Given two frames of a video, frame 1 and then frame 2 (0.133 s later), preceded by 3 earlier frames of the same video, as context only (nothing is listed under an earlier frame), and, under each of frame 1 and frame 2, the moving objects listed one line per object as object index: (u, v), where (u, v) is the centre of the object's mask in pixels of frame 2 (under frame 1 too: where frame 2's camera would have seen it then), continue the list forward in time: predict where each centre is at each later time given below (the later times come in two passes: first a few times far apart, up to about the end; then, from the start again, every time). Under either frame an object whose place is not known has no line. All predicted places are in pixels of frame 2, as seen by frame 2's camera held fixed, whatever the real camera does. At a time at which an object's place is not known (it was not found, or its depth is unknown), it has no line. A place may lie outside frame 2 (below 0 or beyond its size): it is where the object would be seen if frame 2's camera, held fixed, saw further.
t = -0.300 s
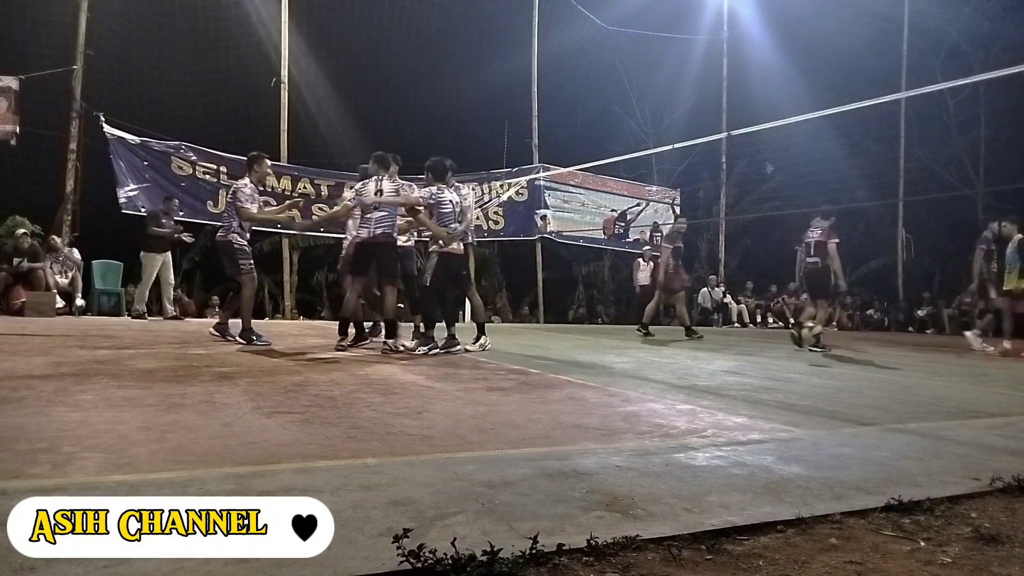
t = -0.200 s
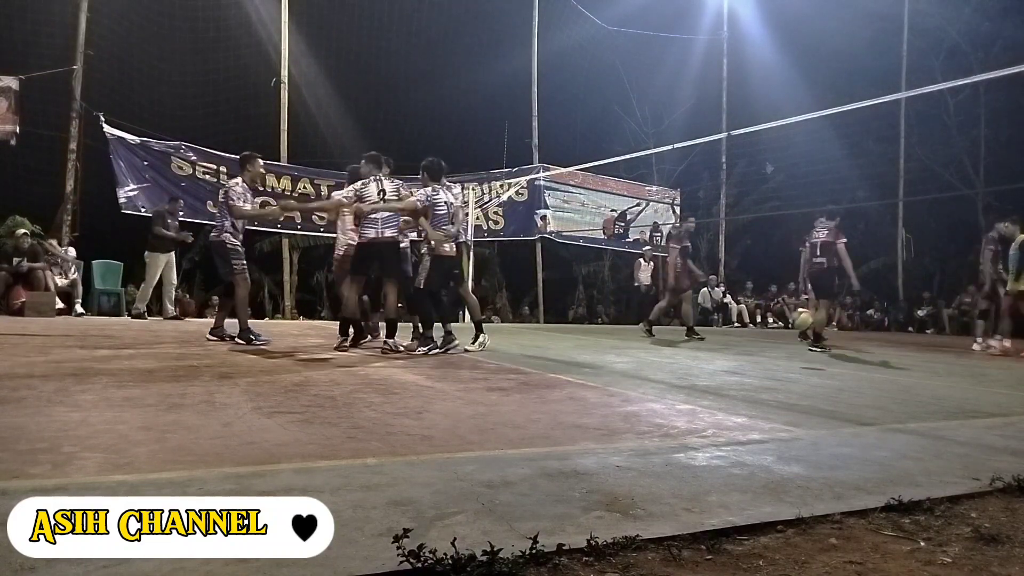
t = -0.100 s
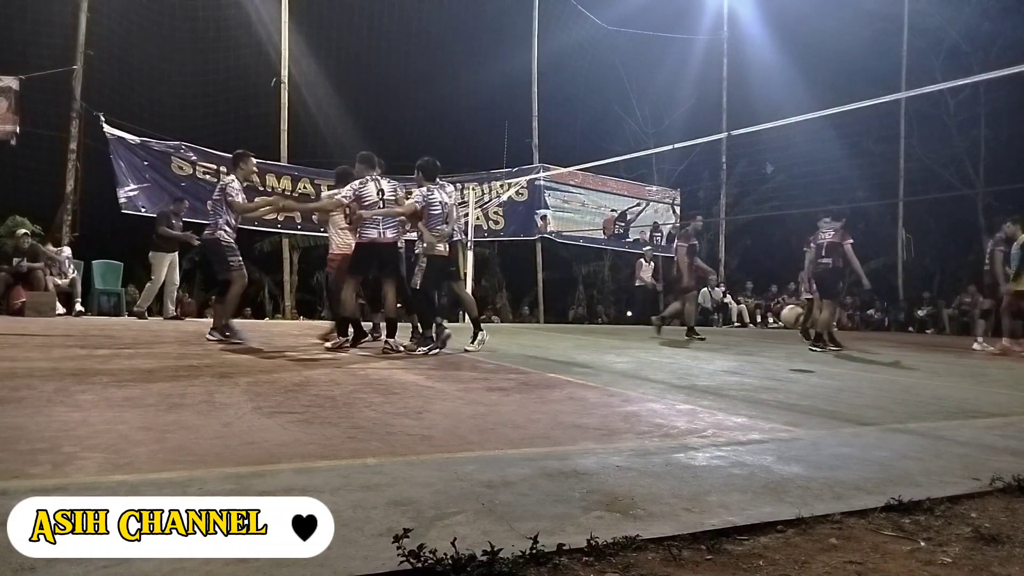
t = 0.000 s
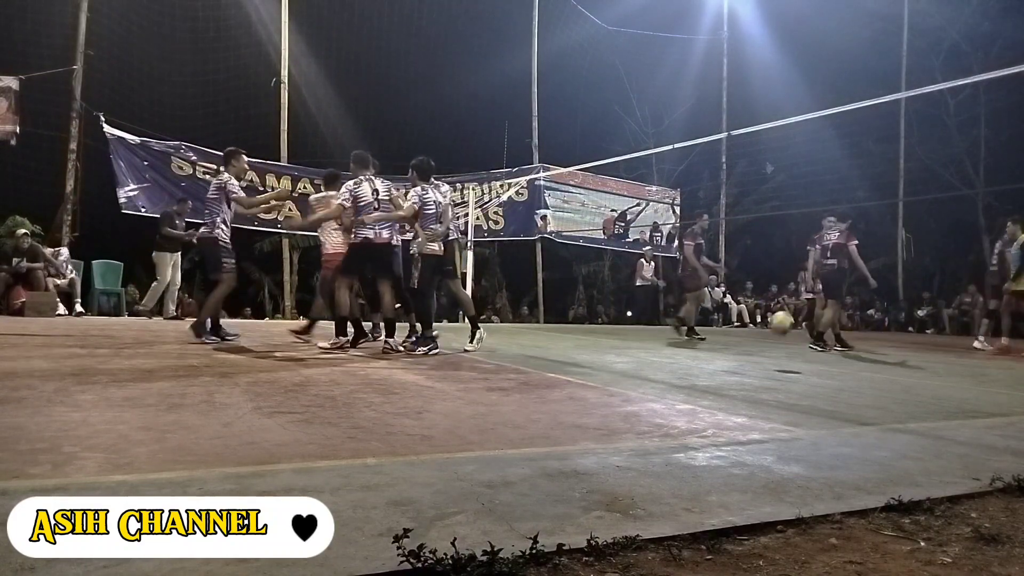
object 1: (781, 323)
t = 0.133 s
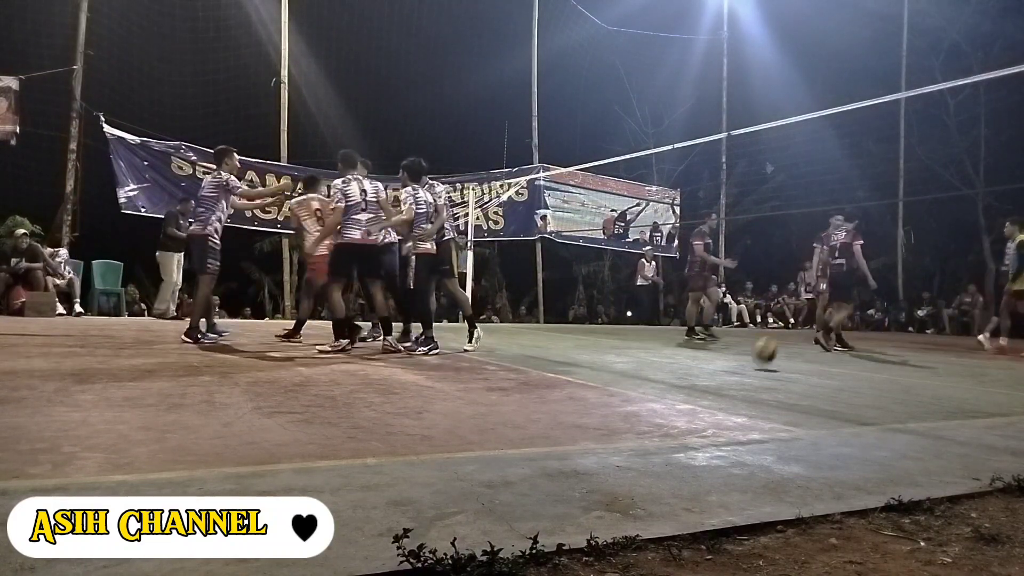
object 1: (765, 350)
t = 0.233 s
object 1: (753, 343)
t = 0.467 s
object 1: (723, 333)
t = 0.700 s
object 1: (689, 349)
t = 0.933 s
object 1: (651, 354)
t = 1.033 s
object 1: (633, 369)
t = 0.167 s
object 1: (761, 355)
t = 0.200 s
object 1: (756, 348)
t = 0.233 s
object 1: (753, 343)
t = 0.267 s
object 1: (749, 337)
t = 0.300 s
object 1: (744, 332)
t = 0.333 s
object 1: (741, 331)
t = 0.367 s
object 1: (736, 329)
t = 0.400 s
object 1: (731, 329)
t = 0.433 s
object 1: (728, 331)
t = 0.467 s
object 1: (723, 333)
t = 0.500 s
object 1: (719, 336)
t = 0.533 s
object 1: (715, 341)
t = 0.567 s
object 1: (708, 350)
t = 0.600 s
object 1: (704, 358)
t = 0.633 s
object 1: (698, 360)
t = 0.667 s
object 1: (693, 353)
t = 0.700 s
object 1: (689, 349)
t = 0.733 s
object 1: (684, 345)
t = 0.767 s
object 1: (679, 342)
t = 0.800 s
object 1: (674, 341)
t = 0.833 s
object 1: (669, 342)
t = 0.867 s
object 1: (664, 344)
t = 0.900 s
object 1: (658, 347)
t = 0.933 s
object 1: (651, 354)
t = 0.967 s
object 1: (646, 360)
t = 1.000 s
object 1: (639, 371)
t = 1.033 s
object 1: (633, 369)
